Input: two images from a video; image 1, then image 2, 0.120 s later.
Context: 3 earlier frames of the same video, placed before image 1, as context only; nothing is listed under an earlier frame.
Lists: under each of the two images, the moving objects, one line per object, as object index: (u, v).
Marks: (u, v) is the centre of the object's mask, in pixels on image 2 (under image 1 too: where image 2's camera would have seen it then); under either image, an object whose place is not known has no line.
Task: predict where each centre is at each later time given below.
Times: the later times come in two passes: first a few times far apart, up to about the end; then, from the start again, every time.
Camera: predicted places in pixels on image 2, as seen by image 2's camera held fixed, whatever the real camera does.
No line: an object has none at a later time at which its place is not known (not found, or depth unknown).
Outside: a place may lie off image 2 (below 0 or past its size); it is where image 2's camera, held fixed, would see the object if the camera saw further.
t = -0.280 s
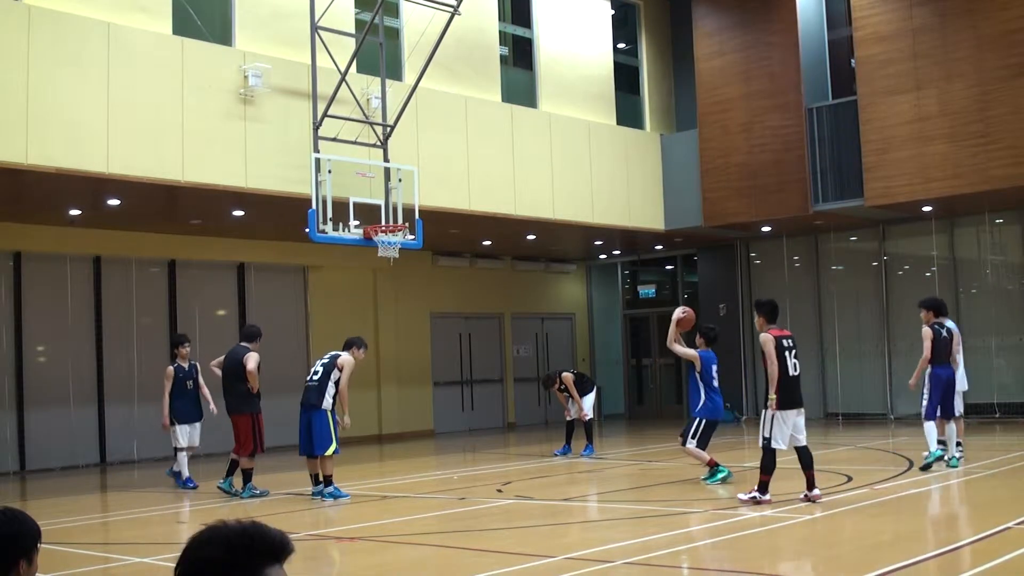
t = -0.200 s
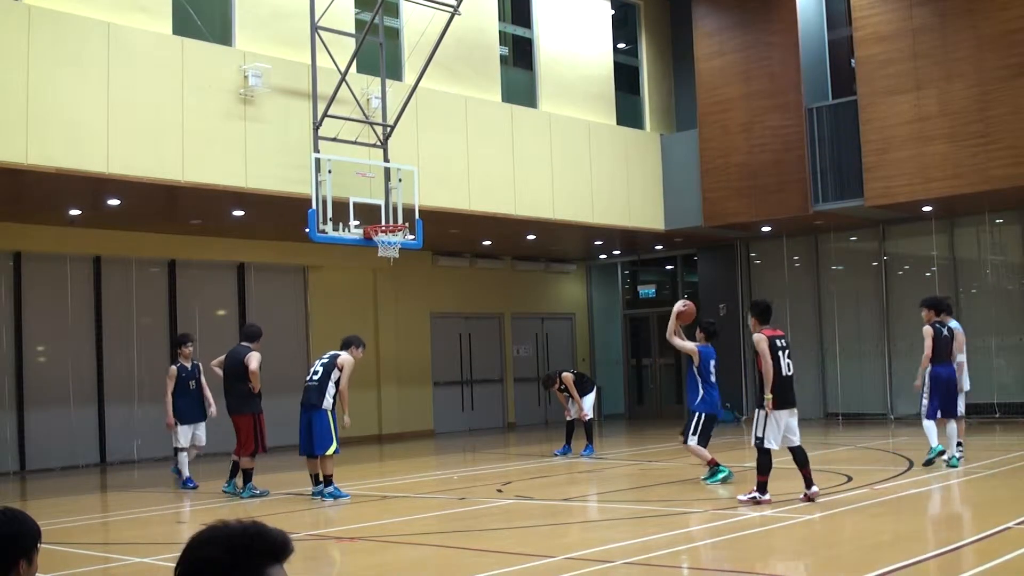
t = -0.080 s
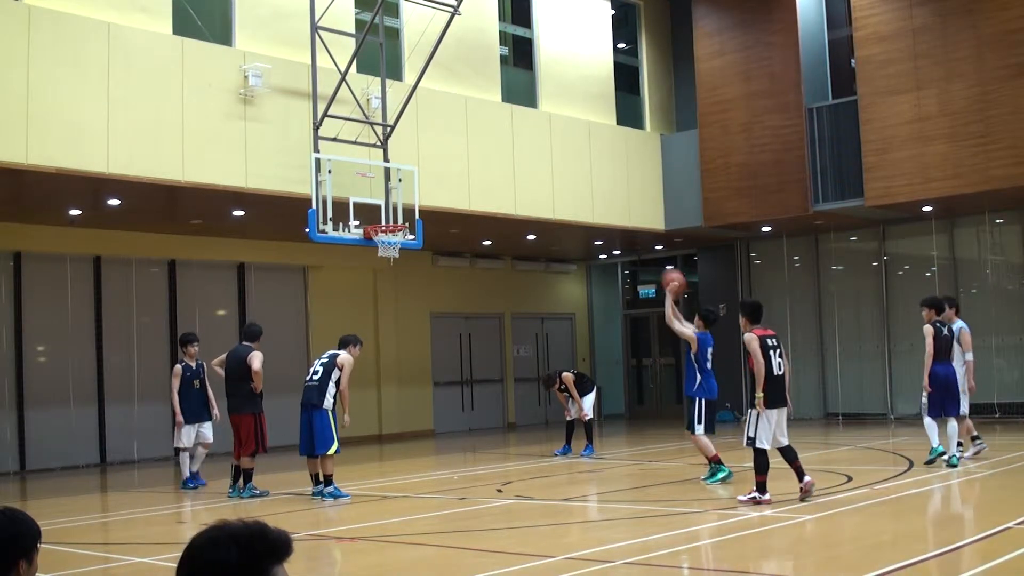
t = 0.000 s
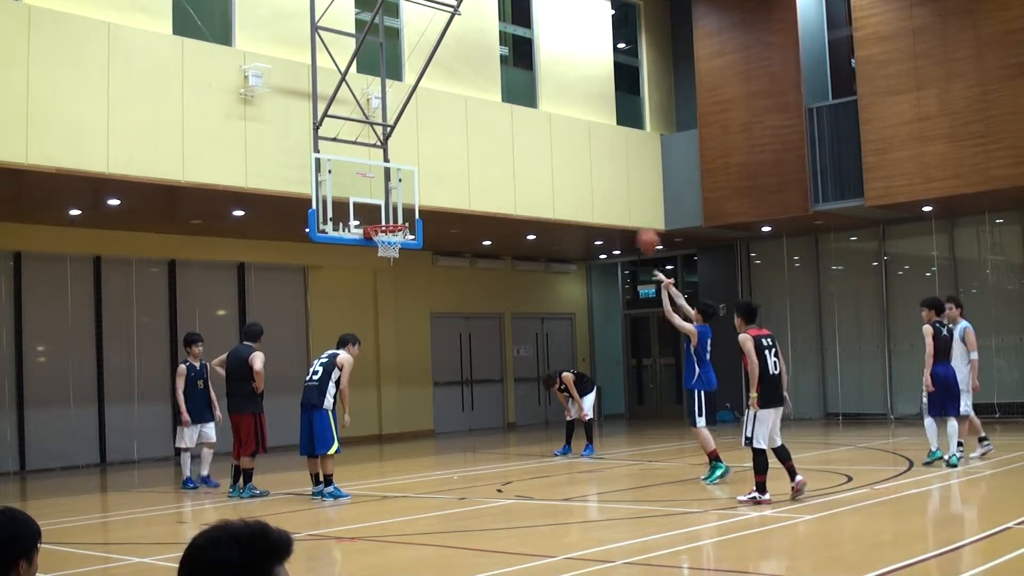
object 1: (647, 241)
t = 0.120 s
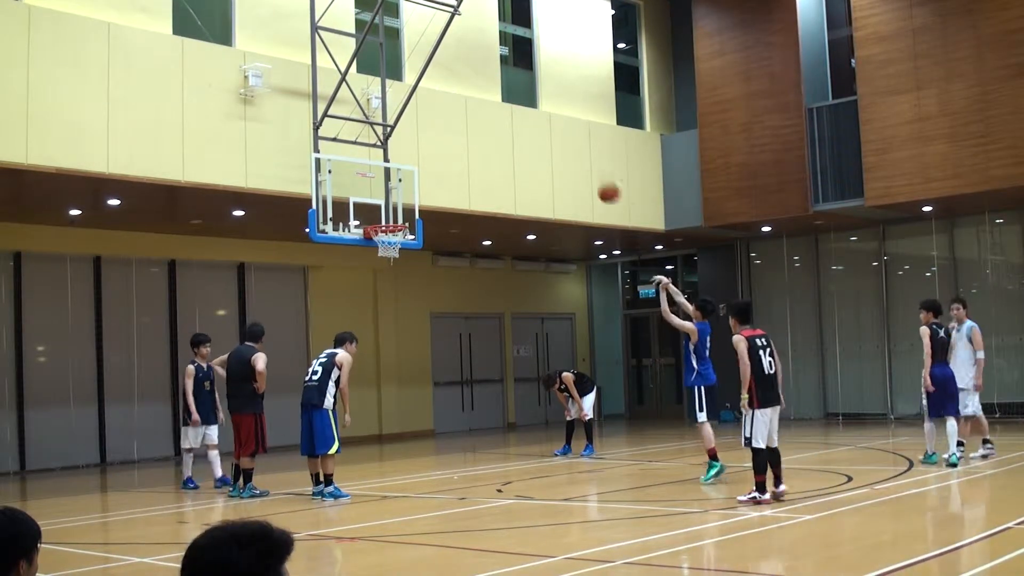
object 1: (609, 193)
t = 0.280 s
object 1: (560, 150)
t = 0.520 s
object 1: (496, 128)
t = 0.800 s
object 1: (431, 163)
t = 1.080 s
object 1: (379, 241)
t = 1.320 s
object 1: (385, 255)
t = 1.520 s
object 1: (397, 275)
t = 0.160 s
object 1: (596, 180)
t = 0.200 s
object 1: (584, 168)
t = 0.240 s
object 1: (572, 158)
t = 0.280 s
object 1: (560, 150)
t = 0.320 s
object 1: (549, 142)
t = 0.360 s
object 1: (538, 137)
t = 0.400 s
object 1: (527, 133)
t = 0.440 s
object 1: (516, 130)
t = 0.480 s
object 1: (506, 129)
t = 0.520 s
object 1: (496, 128)
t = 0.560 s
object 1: (486, 130)
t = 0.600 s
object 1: (476, 133)
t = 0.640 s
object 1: (467, 136)
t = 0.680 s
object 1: (458, 141)
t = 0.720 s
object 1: (449, 147)
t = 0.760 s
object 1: (440, 155)
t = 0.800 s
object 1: (431, 163)
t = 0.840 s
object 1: (422, 173)
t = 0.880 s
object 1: (413, 183)
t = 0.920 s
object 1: (405, 195)
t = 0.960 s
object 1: (398, 207)
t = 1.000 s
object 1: (389, 219)
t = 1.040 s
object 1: (382, 236)
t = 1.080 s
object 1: (379, 241)
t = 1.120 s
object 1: (378, 241)
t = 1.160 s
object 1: (380, 244)
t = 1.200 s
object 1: (383, 246)
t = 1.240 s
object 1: (382, 245)
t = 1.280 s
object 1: (384, 254)
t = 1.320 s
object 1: (385, 255)
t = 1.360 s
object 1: (389, 259)
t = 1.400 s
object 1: (391, 260)
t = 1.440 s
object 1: (392, 262)
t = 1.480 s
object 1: (395, 268)
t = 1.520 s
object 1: (397, 275)
